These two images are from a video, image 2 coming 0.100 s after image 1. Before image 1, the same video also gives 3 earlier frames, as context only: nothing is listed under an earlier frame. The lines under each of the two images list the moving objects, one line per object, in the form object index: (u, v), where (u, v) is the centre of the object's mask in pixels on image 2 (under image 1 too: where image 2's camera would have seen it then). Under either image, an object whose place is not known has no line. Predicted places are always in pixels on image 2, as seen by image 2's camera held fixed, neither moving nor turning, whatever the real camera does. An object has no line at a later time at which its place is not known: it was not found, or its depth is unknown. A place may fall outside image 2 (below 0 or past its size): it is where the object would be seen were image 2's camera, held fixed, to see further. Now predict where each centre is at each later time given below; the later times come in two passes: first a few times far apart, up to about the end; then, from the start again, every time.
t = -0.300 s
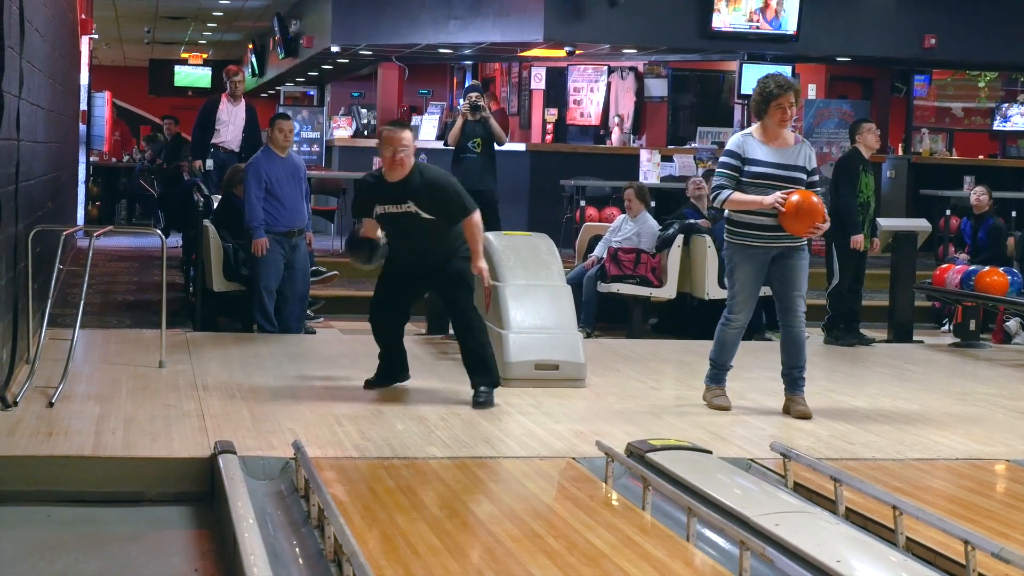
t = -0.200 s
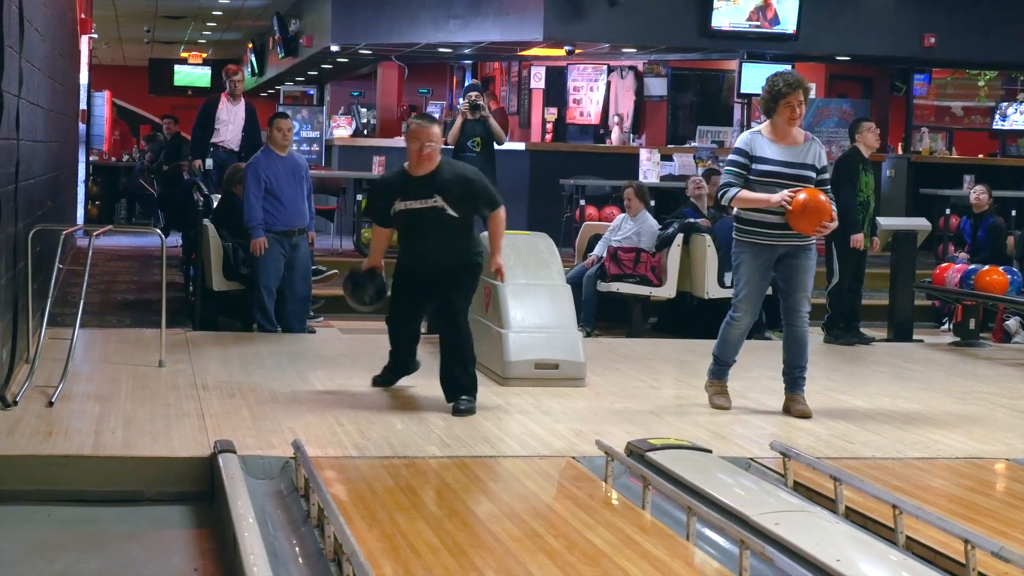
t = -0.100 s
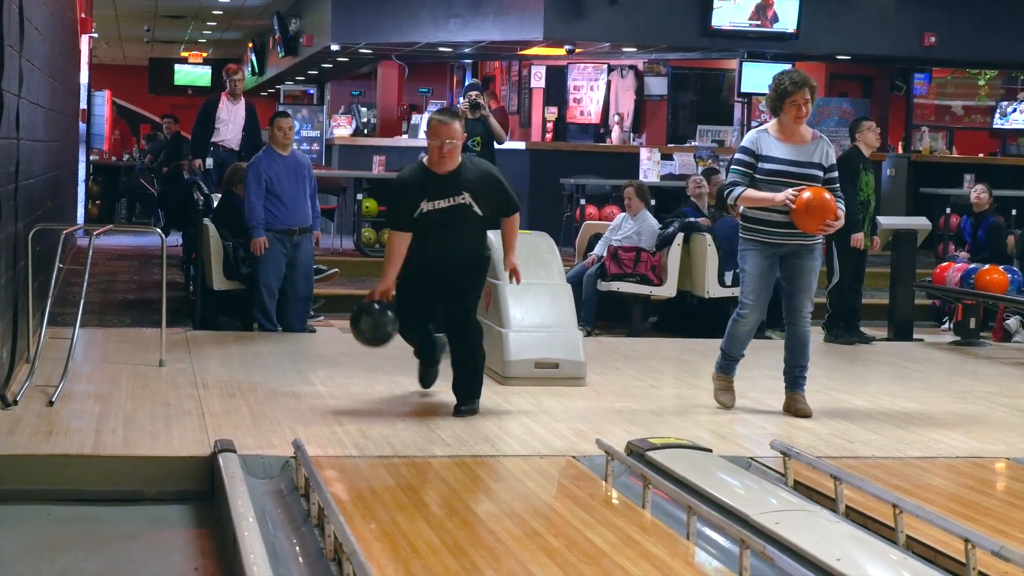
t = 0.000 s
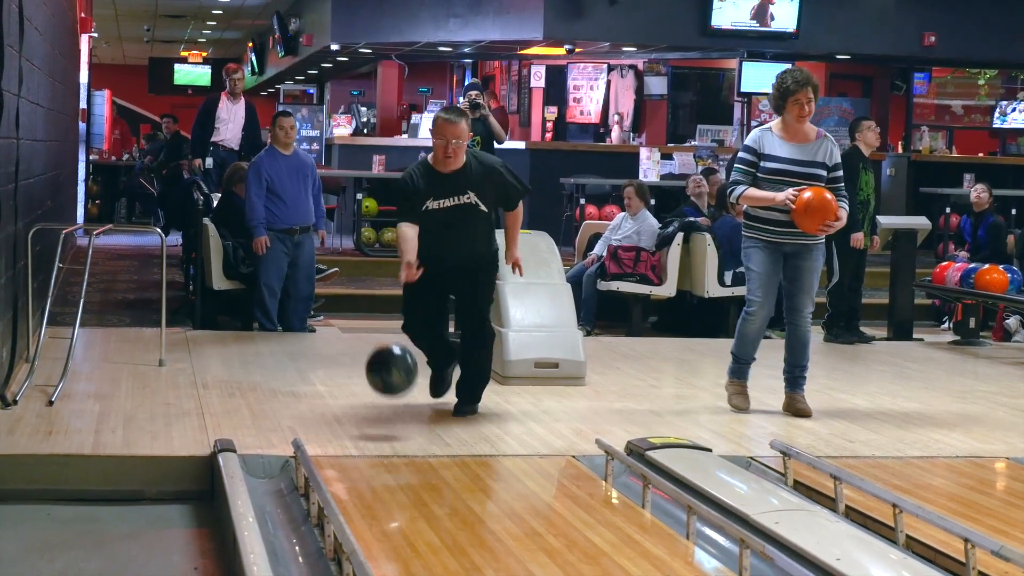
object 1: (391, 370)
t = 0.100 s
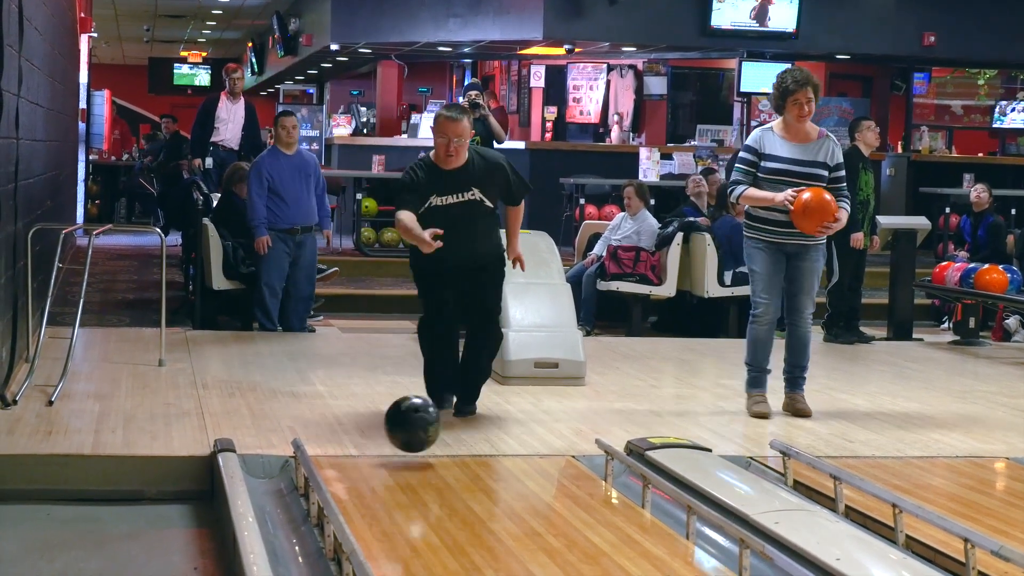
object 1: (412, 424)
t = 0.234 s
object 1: (448, 434)
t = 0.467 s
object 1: (539, 553)
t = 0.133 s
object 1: (420, 422)
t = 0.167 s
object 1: (429, 423)
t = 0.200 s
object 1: (438, 426)
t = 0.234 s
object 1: (448, 434)
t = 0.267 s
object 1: (458, 445)
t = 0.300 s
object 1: (469, 461)
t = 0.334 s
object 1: (481, 483)
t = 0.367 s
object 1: (494, 509)
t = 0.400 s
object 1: (508, 535)
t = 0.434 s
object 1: (522, 545)
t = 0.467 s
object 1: (539, 553)
